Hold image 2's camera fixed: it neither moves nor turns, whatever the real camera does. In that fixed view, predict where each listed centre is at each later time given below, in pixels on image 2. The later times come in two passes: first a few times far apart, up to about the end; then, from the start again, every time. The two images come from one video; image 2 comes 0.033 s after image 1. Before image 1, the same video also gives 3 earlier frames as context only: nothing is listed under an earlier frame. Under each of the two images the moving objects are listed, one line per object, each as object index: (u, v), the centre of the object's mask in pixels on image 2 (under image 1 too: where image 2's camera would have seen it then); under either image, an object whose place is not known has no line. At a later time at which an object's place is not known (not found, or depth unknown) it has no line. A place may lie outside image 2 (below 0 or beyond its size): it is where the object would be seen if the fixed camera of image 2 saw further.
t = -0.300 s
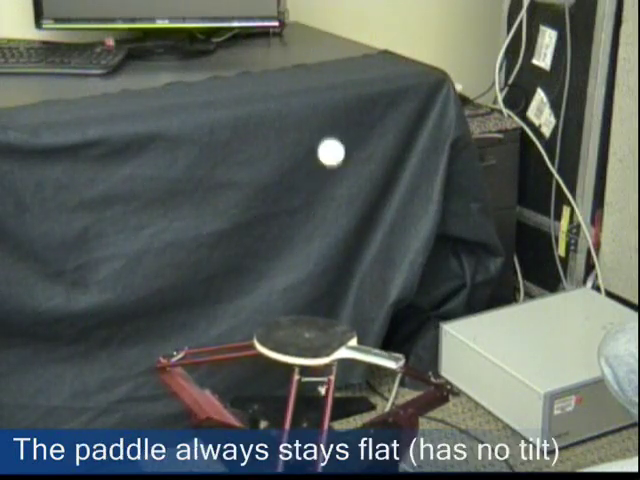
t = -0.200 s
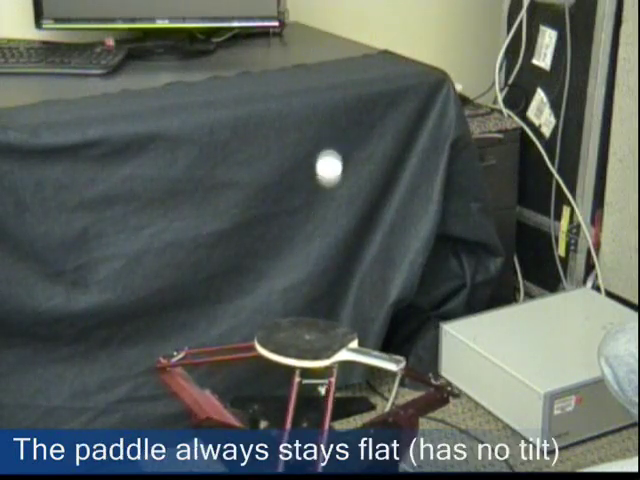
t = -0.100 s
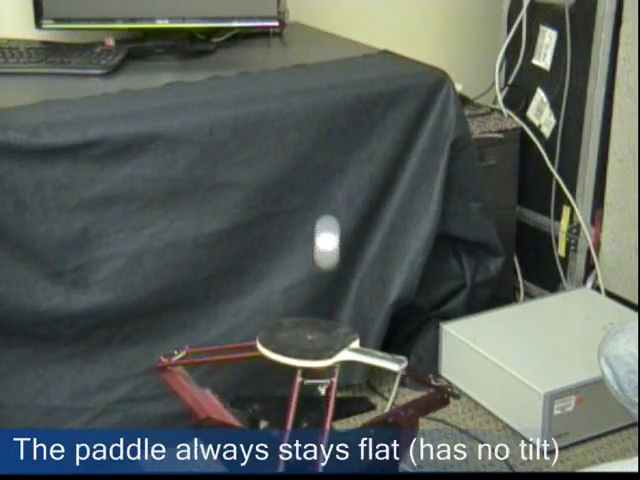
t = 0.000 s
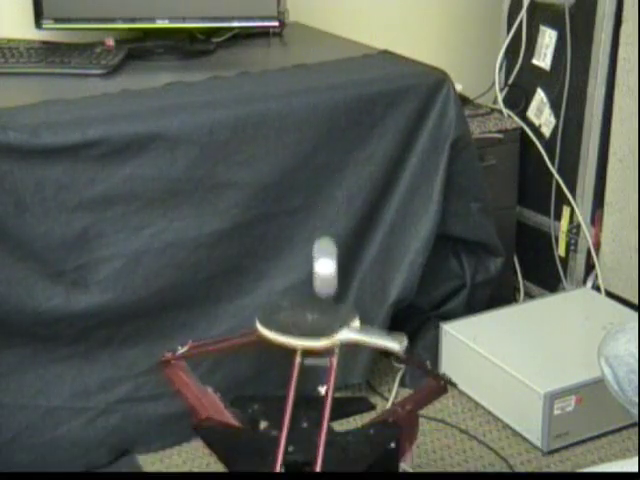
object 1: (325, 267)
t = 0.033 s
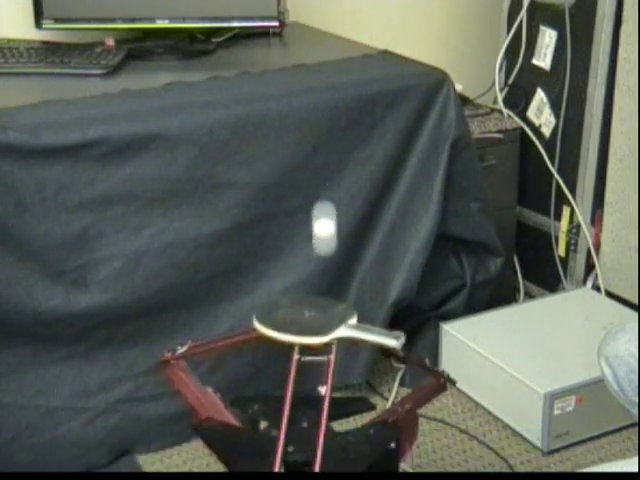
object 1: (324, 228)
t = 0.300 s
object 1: (318, 153)
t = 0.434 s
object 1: (315, 275)
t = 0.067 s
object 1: (323, 195)
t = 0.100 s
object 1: (323, 169)
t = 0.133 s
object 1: (321, 148)
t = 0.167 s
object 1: (321, 136)
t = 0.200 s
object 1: (320, 130)
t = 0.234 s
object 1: (319, 131)
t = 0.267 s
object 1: (318, 139)
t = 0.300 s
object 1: (318, 153)
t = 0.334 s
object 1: (317, 175)
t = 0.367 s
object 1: (316, 202)
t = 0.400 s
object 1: (316, 236)
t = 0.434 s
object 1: (315, 275)
